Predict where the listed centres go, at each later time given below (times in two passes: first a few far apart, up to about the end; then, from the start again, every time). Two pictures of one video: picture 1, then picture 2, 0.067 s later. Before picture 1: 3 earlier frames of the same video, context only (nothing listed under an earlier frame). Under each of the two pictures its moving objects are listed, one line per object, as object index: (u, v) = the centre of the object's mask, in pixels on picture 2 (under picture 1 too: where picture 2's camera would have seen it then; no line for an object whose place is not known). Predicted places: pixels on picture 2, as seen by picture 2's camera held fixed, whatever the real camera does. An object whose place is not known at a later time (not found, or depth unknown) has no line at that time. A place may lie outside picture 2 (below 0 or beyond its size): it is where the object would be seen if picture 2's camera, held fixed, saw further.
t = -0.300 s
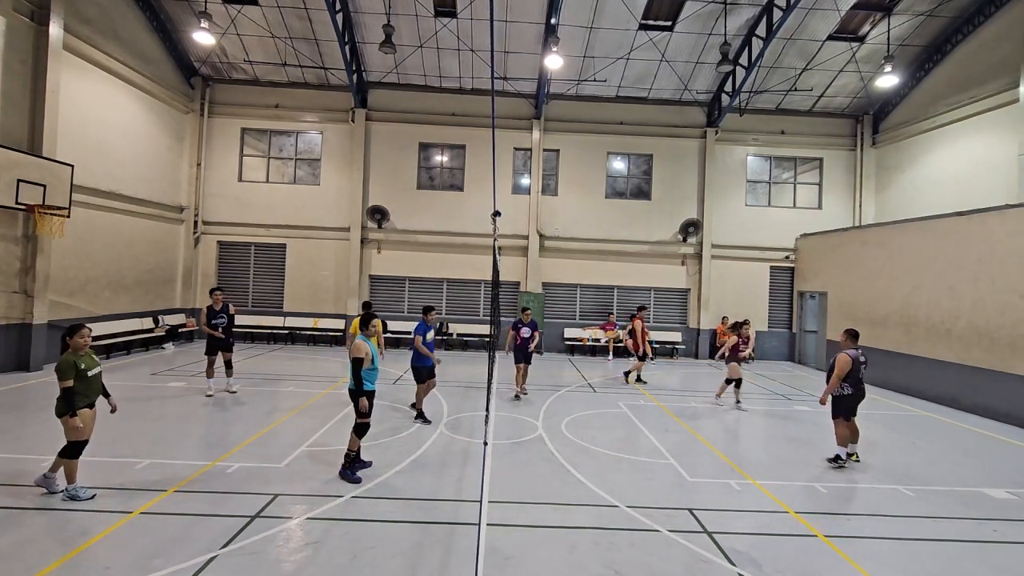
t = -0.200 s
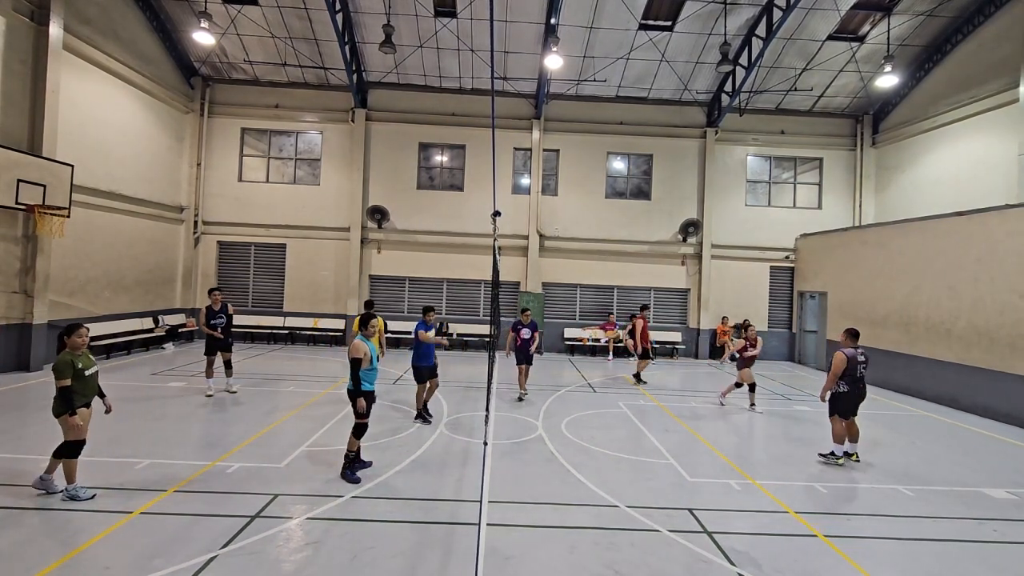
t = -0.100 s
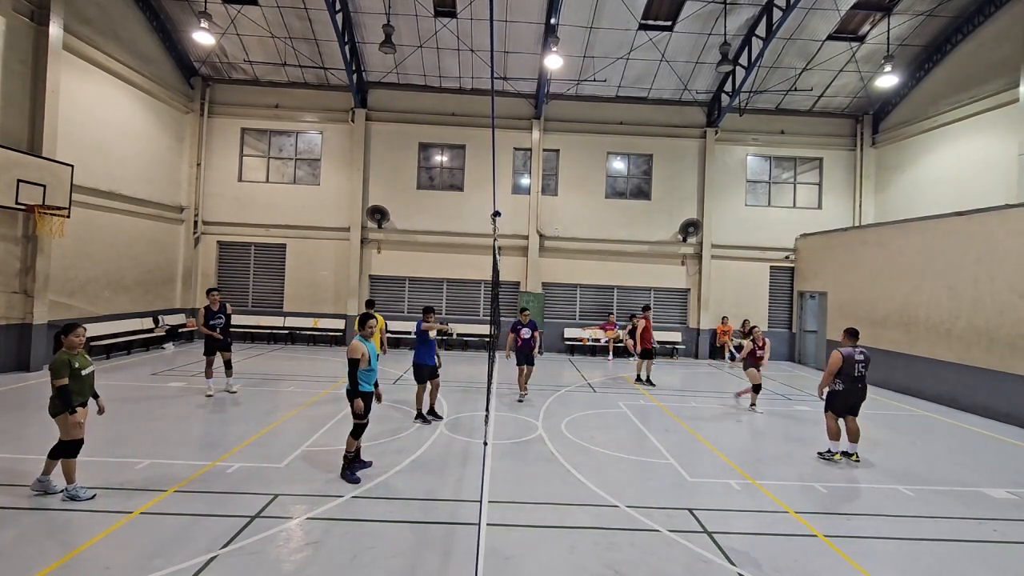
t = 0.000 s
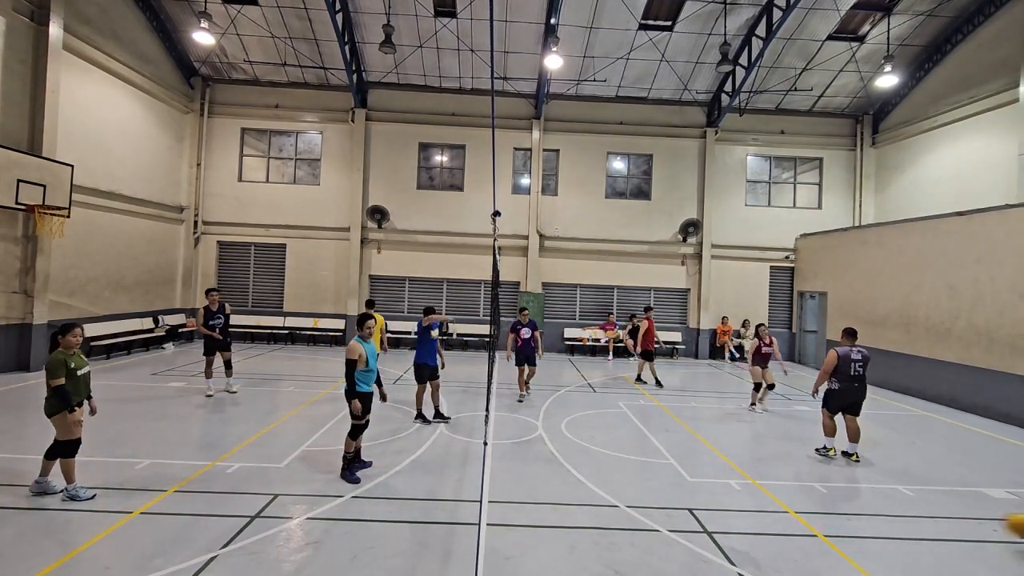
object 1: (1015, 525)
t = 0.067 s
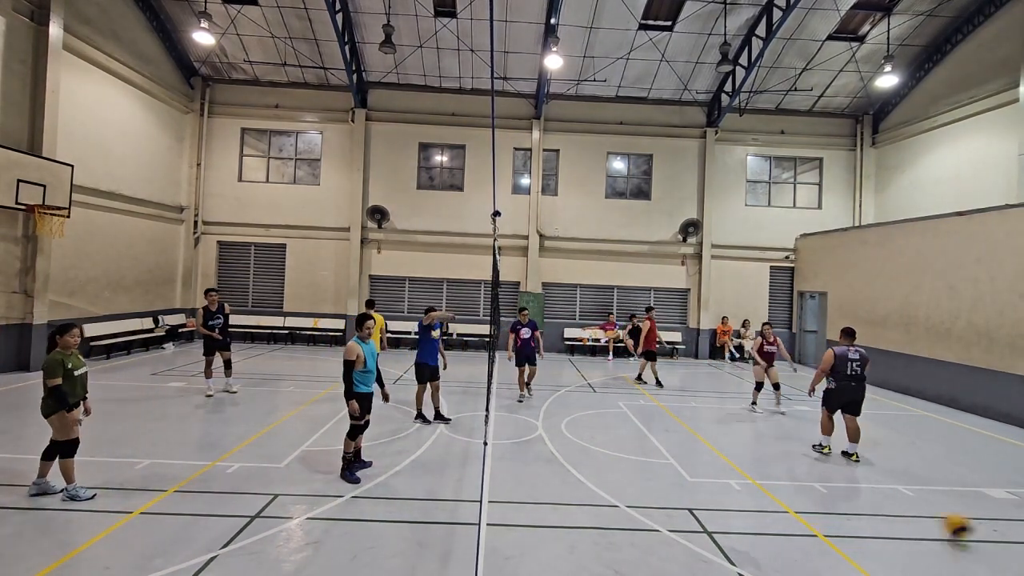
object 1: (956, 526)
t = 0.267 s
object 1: (797, 498)
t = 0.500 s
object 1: (640, 481)
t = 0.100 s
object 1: (926, 528)
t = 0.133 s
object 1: (898, 520)
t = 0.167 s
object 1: (872, 512)
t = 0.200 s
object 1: (846, 506)
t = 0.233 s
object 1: (820, 501)
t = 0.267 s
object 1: (797, 498)
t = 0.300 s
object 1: (772, 496)
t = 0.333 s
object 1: (749, 495)
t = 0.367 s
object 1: (726, 495)
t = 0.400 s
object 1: (704, 497)
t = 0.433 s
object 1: (682, 495)
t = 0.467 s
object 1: (660, 487)
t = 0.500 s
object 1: (640, 481)
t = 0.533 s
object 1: (619, 477)
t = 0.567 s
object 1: (599, 474)
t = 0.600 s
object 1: (580, 472)
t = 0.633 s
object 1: (560, 472)
